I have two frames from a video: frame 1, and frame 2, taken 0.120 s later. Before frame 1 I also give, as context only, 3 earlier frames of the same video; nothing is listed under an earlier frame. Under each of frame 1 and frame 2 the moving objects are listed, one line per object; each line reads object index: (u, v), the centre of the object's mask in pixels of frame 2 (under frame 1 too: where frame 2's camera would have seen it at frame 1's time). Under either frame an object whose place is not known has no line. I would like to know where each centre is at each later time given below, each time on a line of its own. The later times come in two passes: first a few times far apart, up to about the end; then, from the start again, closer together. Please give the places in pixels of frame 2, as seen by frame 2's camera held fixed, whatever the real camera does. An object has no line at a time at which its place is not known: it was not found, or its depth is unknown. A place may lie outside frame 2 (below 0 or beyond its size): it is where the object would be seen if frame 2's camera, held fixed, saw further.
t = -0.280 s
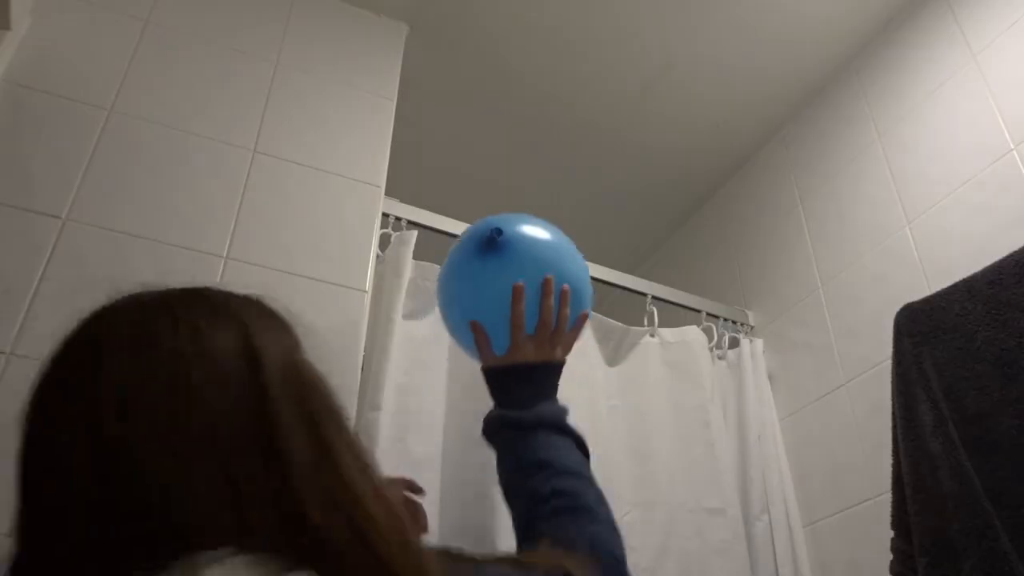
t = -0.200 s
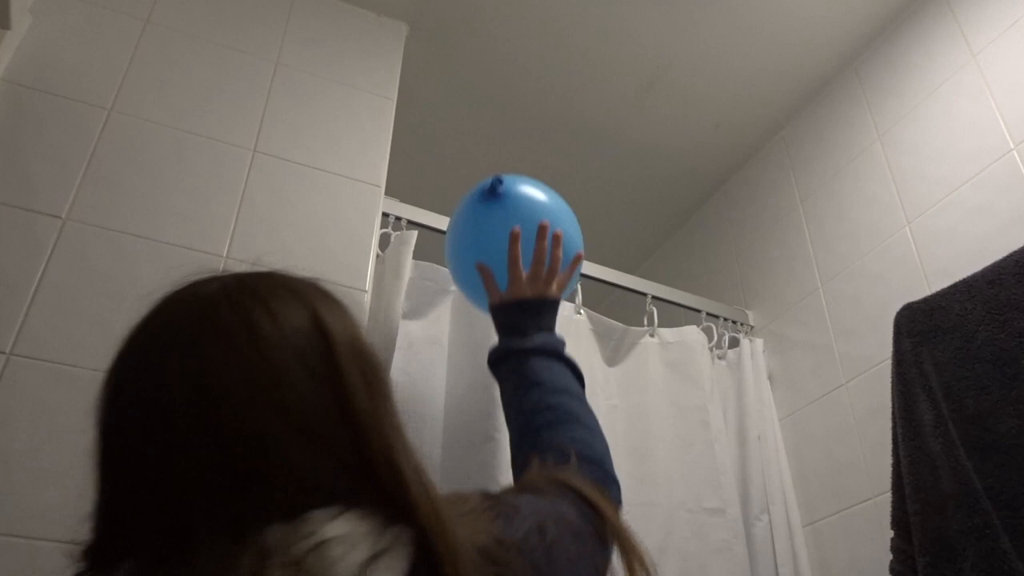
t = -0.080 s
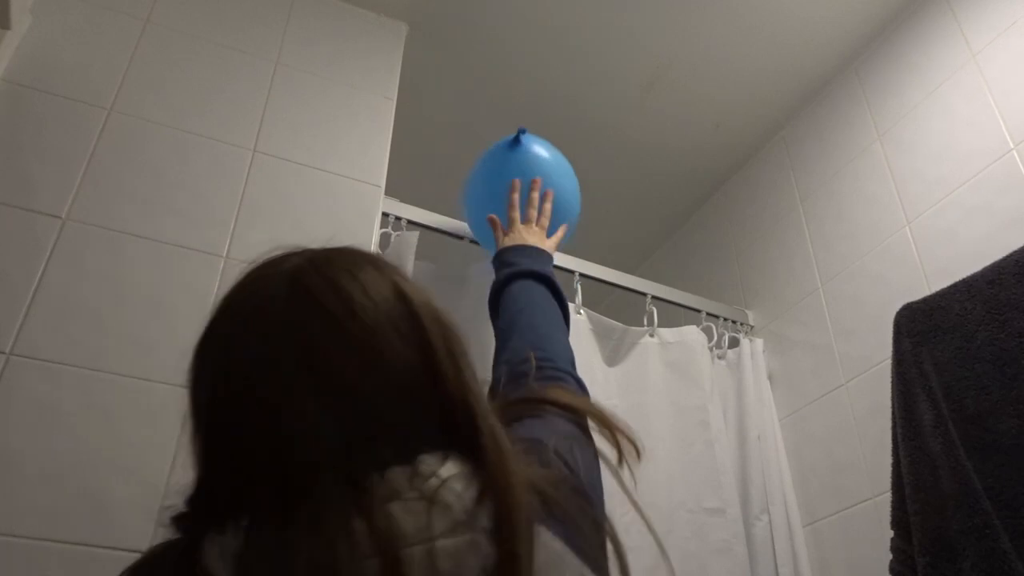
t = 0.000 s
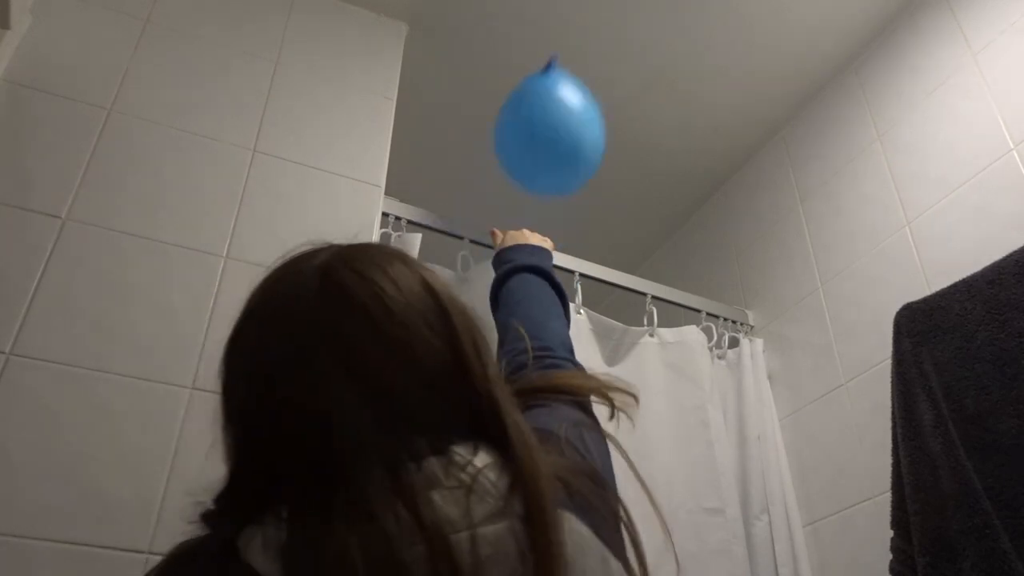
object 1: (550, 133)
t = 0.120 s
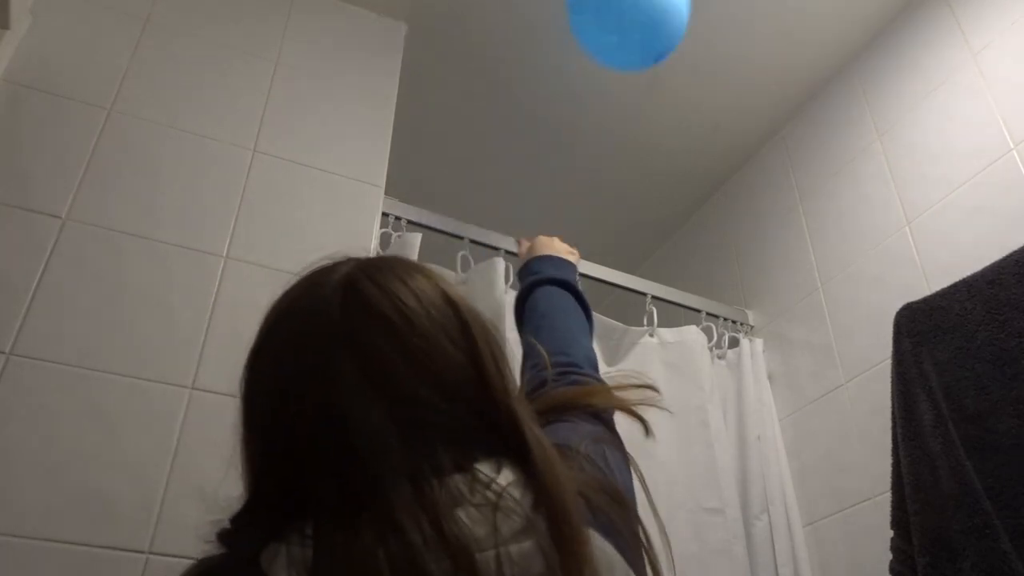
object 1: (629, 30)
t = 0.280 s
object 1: (657, 53)
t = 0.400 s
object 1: (664, 143)
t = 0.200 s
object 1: (654, 28)
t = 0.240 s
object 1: (656, 38)
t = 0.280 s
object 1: (657, 53)
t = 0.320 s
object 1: (661, 74)
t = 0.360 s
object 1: (663, 105)
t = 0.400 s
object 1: (664, 143)
